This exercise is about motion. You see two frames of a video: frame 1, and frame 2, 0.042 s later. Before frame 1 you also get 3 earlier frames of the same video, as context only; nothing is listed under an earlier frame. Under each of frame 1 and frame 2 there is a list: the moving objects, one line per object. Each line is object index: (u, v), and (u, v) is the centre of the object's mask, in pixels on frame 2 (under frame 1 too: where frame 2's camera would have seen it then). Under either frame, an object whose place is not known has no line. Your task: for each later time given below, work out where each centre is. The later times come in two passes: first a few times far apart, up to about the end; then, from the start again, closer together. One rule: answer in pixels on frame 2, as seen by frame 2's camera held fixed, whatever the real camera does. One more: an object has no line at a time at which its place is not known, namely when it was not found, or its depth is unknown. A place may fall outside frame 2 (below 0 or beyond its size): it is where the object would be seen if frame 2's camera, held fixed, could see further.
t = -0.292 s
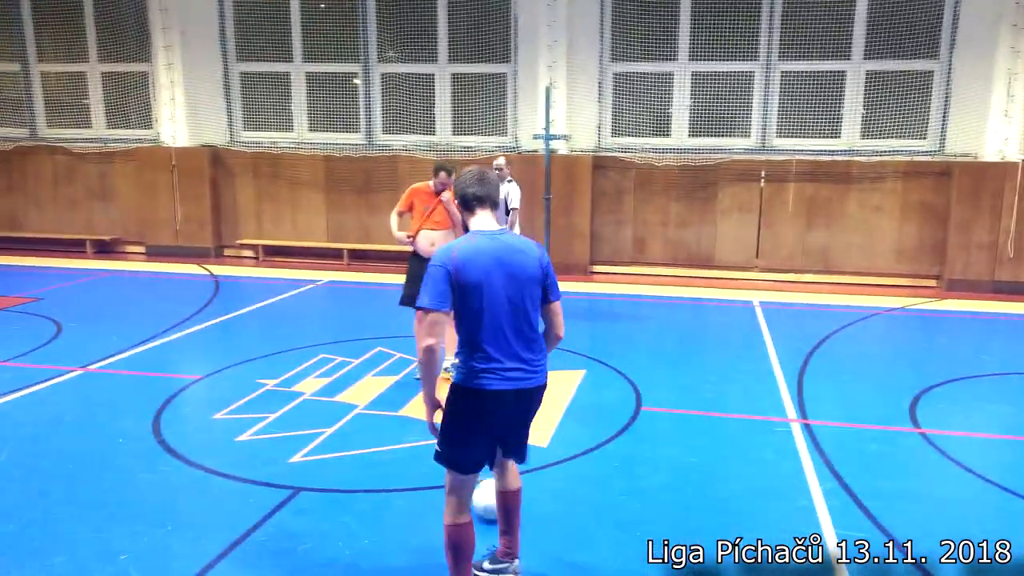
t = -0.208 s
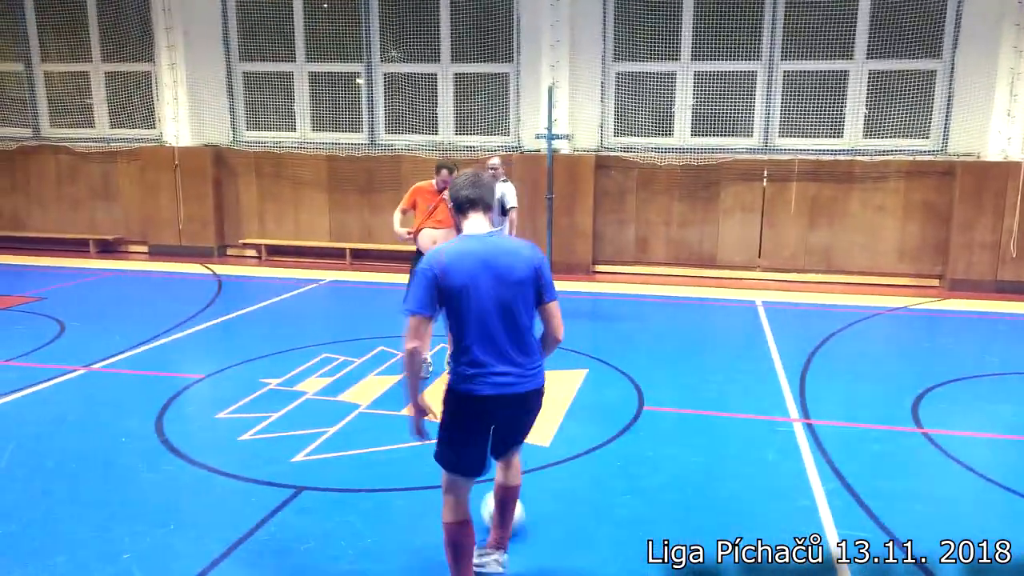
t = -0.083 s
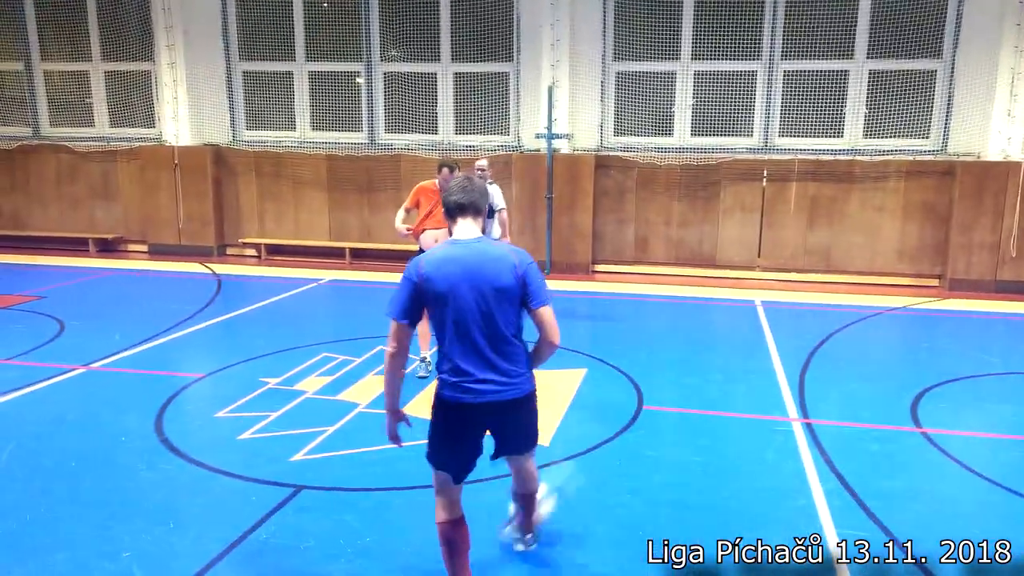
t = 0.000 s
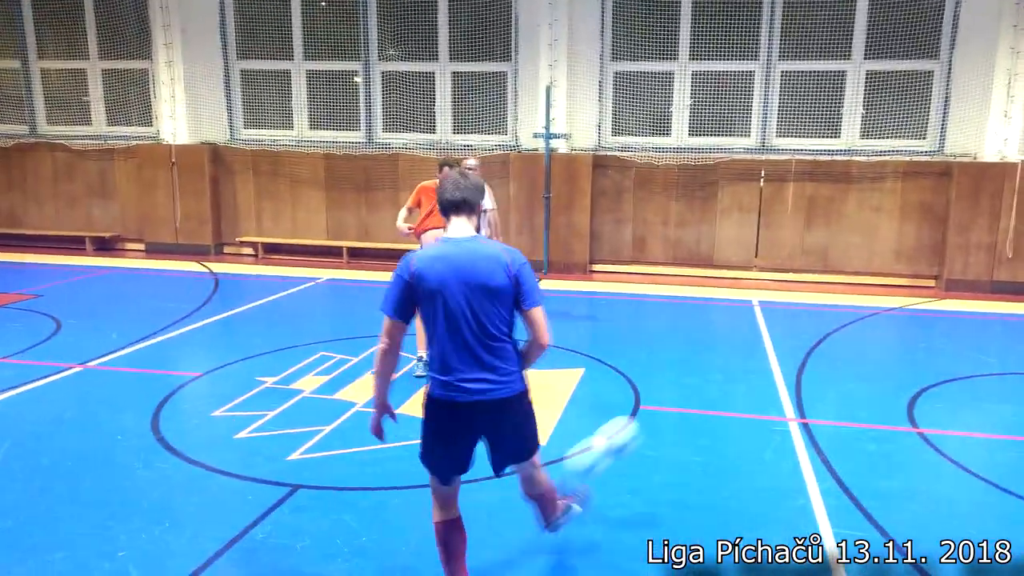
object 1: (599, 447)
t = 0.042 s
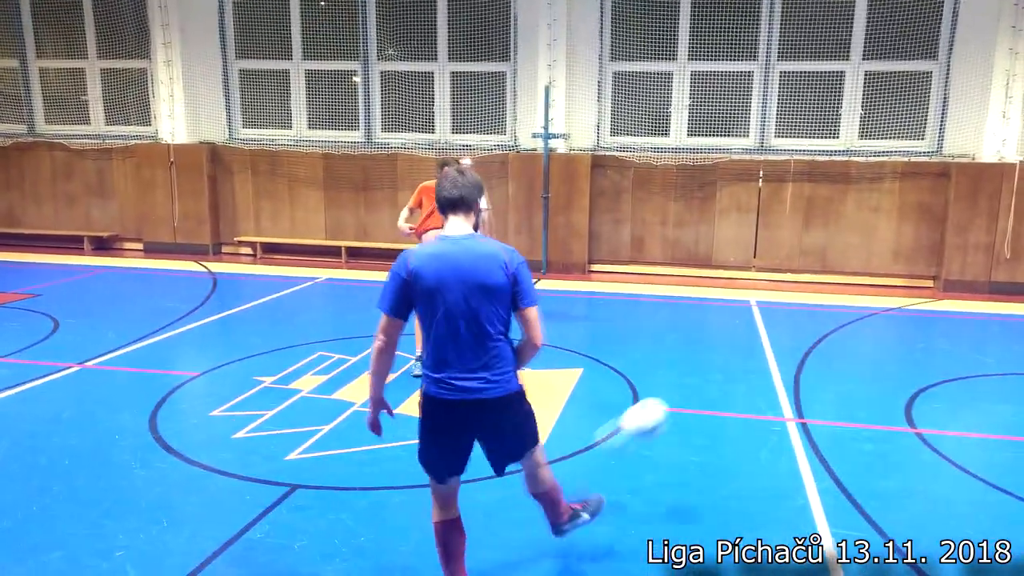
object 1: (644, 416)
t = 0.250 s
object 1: (813, 352)
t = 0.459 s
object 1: (952, 360)
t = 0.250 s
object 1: (813, 352)
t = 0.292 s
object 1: (848, 346)
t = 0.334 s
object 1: (873, 346)
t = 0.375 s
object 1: (899, 347)
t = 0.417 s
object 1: (929, 353)
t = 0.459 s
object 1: (952, 360)
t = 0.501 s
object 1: (977, 368)
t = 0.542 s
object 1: (1001, 380)
